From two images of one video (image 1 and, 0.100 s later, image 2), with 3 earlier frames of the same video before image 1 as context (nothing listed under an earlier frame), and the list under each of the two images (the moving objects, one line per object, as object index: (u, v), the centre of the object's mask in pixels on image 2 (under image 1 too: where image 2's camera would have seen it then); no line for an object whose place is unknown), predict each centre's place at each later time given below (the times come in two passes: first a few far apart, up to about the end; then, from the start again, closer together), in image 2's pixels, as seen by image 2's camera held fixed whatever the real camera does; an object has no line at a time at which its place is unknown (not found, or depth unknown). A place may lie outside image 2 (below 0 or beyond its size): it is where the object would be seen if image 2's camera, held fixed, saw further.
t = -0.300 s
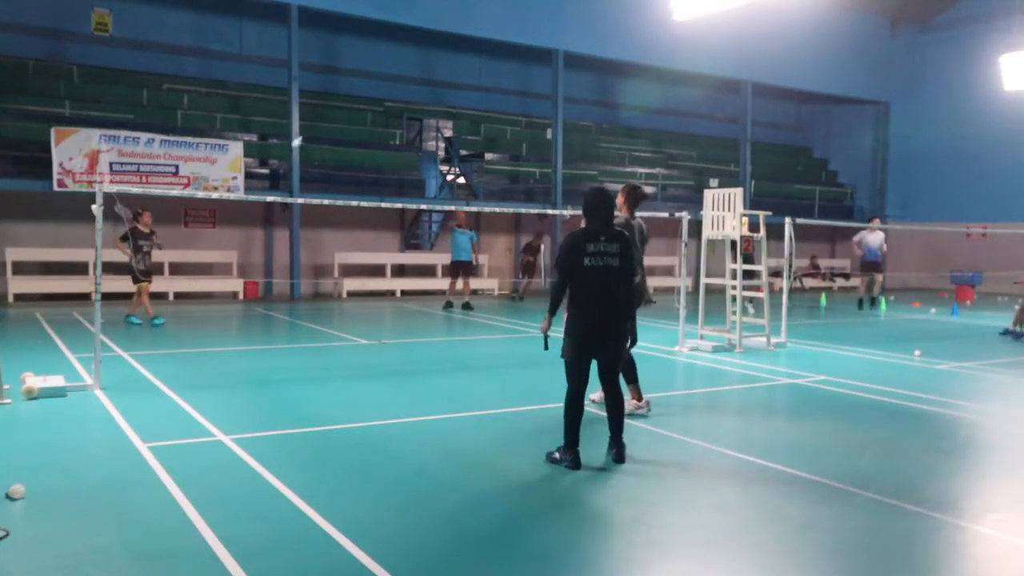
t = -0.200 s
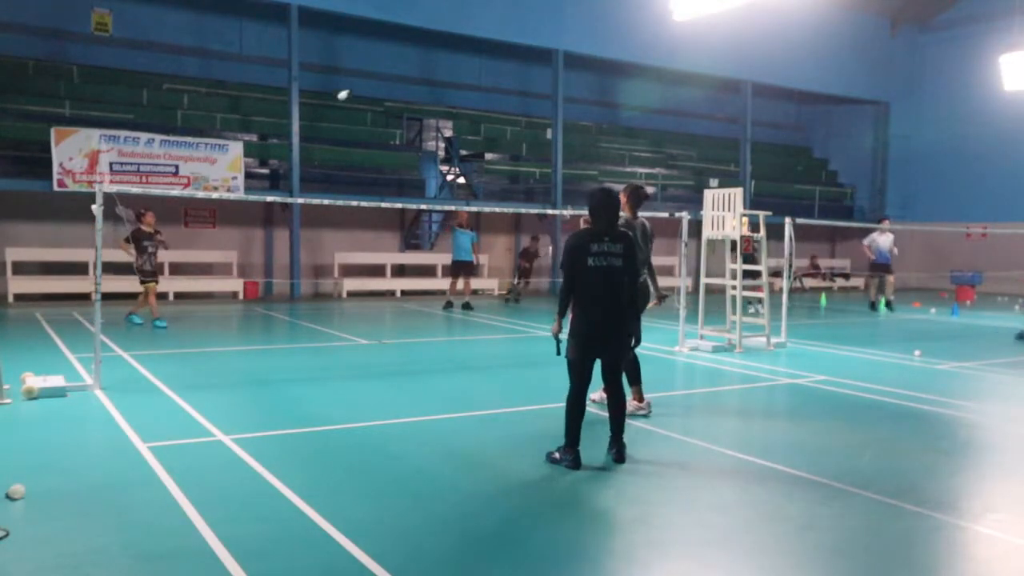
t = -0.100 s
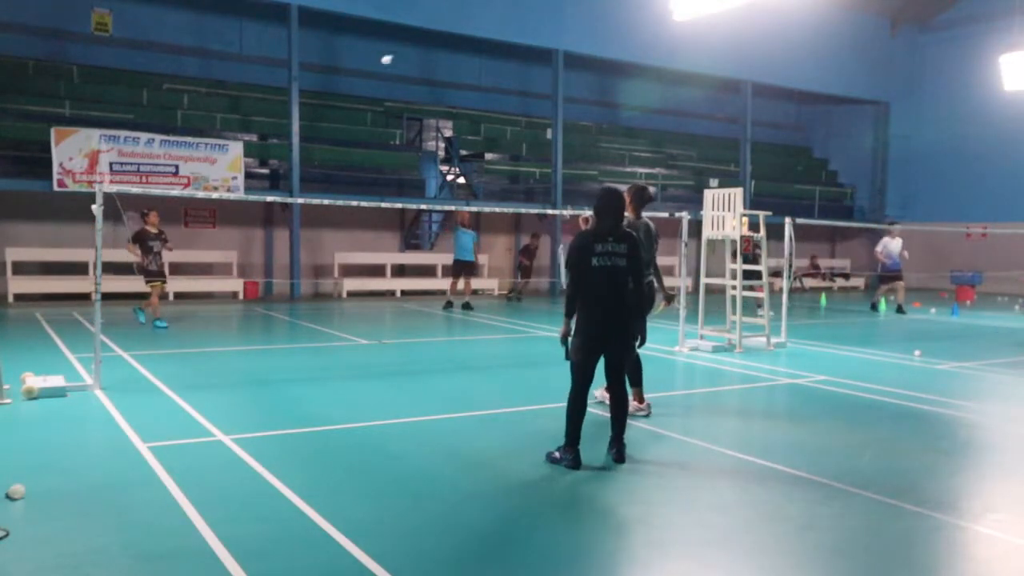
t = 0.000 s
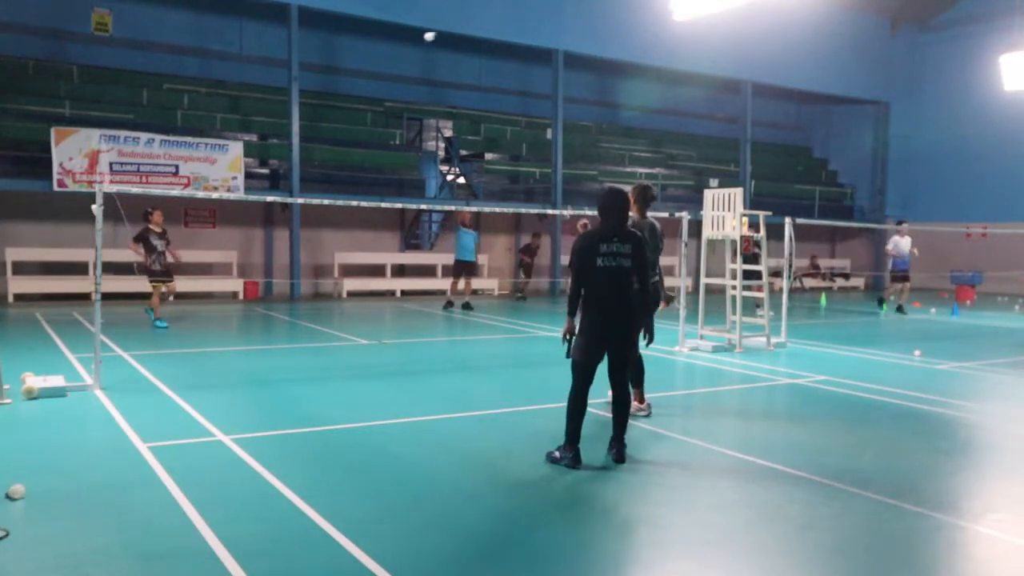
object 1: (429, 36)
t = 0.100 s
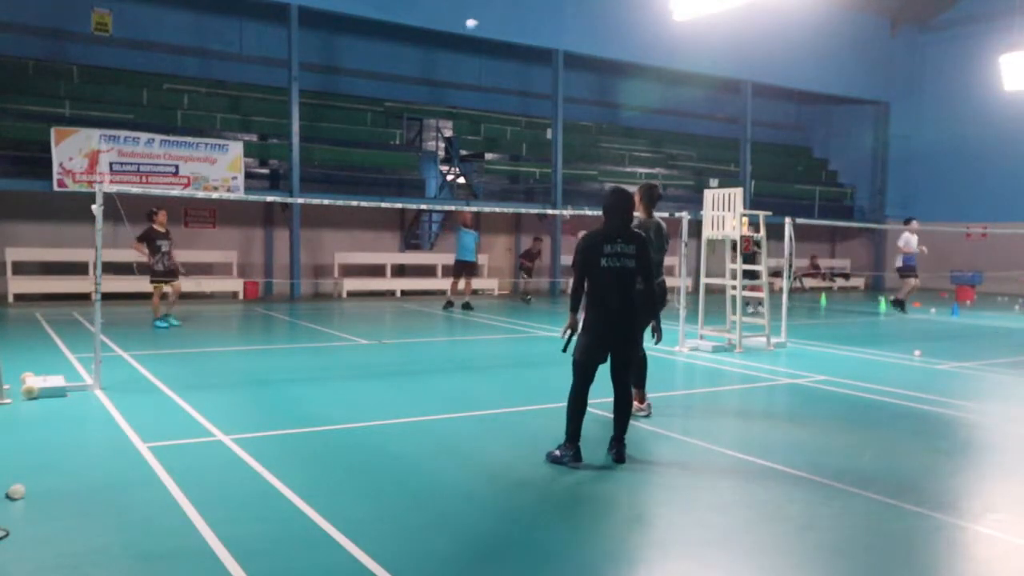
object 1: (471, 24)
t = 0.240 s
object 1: (529, 27)
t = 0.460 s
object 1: (616, 85)
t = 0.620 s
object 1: (676, 172)
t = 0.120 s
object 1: (480, 22)
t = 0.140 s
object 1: (488, 22)
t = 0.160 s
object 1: (496, 22)
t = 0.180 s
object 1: (504, 23)
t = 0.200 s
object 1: (512, 24)
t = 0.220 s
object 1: (521, 25)
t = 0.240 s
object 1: (529, 27)
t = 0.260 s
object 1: (537, 29)
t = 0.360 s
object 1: (578, 49)
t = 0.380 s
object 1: (586, 56)
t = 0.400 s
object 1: (593, 62)
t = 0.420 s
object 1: (601, 69)
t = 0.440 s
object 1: (609, 77)
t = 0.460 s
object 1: (616, 85)
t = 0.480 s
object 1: (624, 95)
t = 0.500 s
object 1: (632, 104)
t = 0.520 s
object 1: (639, 114)
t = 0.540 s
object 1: (647, 124)
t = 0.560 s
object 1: (654, 136)
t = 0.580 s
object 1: (662, 147)
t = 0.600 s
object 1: (669, 160)
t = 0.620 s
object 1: (676, 172)
